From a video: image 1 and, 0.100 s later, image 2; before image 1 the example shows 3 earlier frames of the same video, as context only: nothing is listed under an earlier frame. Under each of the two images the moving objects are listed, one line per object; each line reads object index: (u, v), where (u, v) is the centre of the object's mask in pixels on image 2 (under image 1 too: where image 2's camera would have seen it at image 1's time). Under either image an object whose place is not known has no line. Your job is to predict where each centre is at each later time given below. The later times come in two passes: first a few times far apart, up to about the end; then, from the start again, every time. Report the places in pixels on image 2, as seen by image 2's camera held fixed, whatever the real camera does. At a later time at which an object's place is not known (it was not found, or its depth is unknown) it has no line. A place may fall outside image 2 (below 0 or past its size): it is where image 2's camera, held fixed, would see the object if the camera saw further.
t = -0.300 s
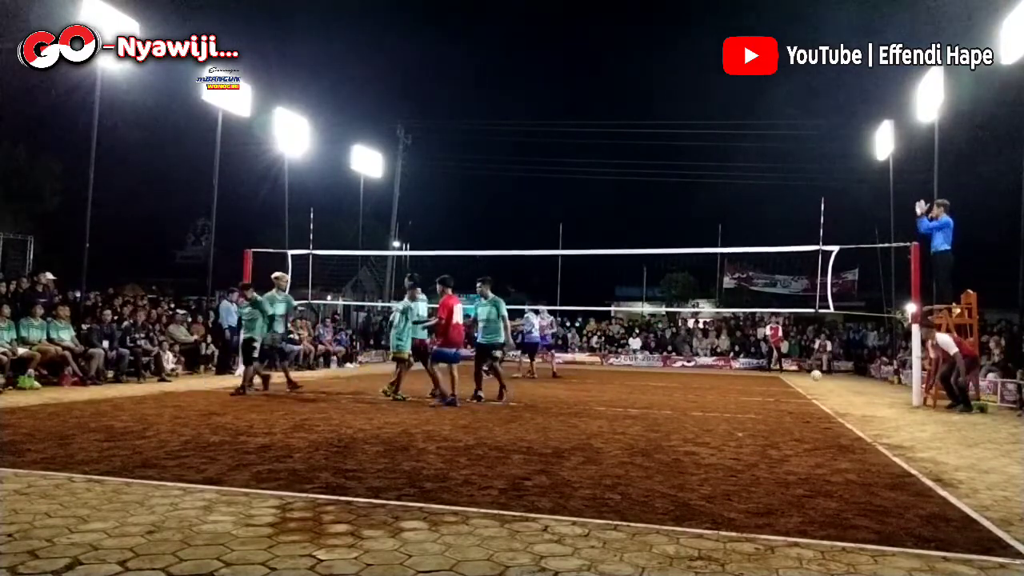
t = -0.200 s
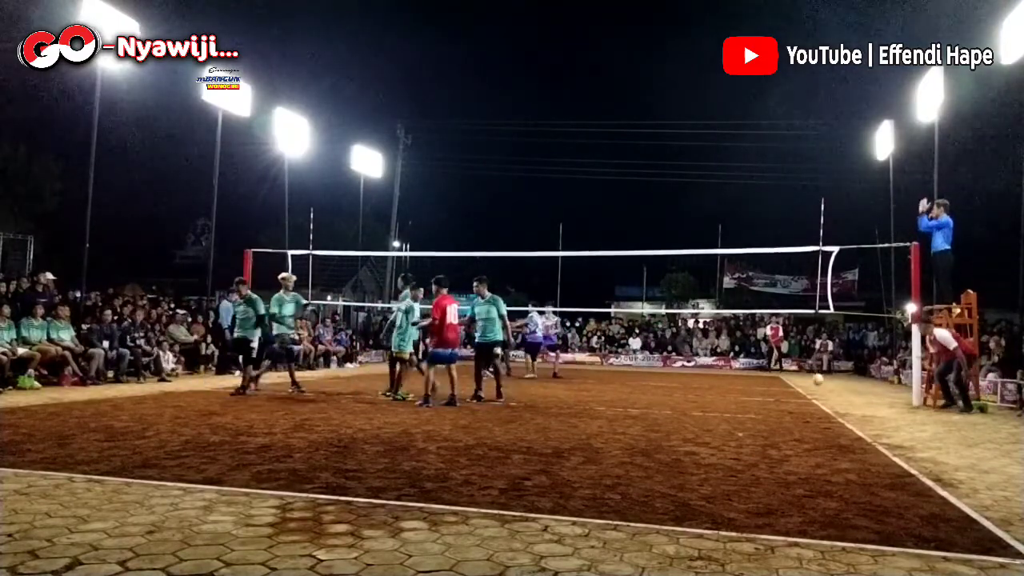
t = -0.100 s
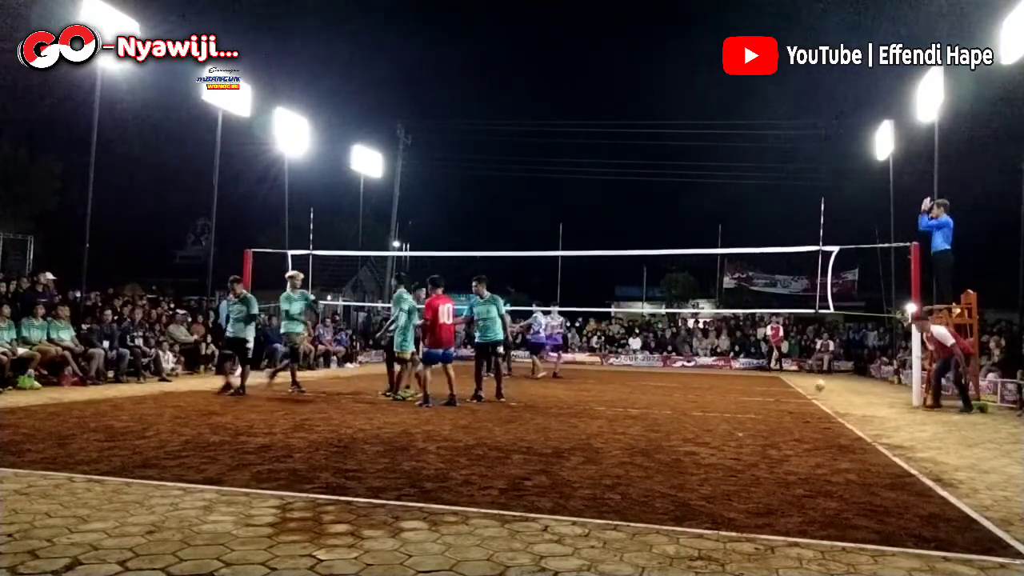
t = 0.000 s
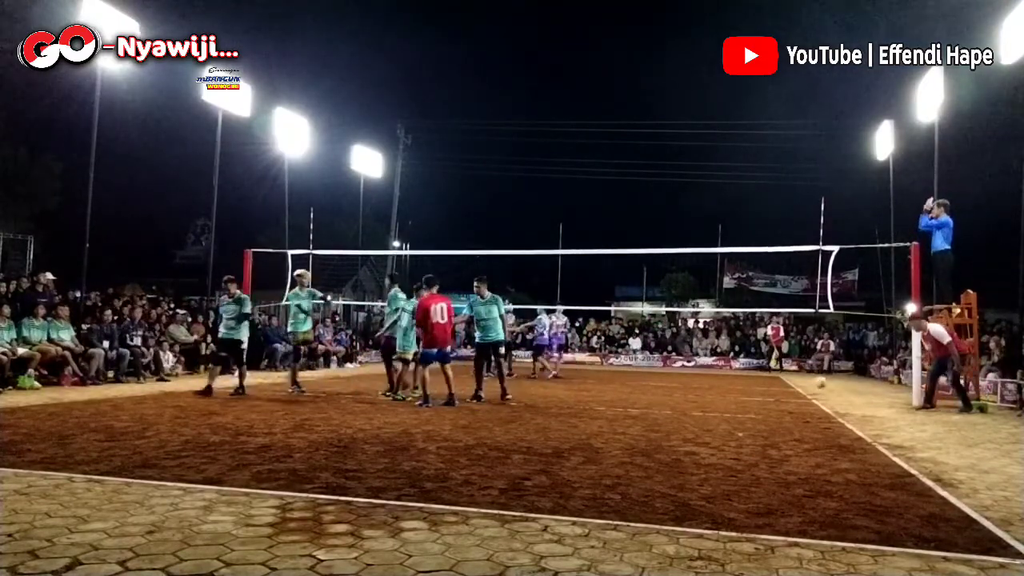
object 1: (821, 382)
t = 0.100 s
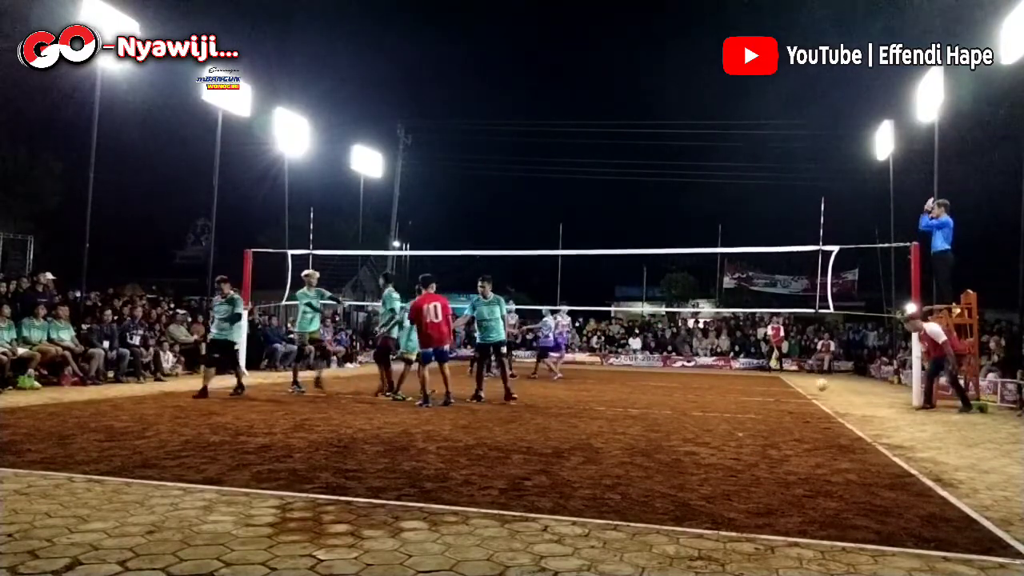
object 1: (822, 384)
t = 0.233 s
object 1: (823, 390)
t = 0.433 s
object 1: (826, 397)
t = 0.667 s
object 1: (829, 401)
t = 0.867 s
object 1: (829, 406)
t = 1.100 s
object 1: (830, 410)
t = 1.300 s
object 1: (830, 419)
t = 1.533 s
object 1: (832, 430)
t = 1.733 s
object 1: (835, 442)
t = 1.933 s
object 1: (841, 457)
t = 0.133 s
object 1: (823, 388)
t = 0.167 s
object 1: (822, 390)
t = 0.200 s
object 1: (822, 390)
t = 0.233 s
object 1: (823, 390)
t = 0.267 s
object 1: (825, 390)
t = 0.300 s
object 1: (824, 390)
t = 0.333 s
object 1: (824, 391)
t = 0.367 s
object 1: (825, 393)
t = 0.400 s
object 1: (826, 397)
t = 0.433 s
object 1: (826, 397)
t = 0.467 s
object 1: (826, 396)
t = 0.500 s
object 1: (828, 398)
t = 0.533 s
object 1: (827, 399)
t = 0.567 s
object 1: (827, 399)
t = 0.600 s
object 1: (827, 399)
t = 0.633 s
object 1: (829, 399)
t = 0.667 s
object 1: (829, 401)
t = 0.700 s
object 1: (827, 403)
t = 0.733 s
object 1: (828, 404)
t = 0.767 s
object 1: (830, 405)
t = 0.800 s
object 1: (829, 406)
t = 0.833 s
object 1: (827, 407)
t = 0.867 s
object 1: (829, 406)
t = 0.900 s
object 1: (830, 409)
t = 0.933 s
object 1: (829, 410)
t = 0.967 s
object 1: (829, 411)
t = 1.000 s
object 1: (829, 409)
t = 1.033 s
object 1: (831, 409)
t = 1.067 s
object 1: (830, 409)
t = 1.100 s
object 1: (830, 410)
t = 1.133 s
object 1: (829, 413)
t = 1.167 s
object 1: (830, 417)
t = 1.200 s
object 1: (830, 419)
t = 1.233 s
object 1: (830, 418)
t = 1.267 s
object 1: (829, 418)
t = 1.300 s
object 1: (830, 419)
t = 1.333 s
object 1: (830, 422)
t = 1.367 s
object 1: (831, 426)
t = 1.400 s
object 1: (831, 425)
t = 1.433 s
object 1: (831, 425)
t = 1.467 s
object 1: (831, 426)
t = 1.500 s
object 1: (832, 427)
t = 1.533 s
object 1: (832, 430)
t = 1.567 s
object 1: (832, 435)
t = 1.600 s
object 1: (832, 436)
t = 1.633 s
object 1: (833, 435)
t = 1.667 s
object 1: (834, 436)
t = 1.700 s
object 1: (835, 439)
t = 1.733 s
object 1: (835, 442)
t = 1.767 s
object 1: (836, 447)
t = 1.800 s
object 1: (837, 449)
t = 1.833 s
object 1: (838, 451)
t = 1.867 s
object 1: (838, 454)
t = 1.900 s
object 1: (839, 456)
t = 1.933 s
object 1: (841, 457)
